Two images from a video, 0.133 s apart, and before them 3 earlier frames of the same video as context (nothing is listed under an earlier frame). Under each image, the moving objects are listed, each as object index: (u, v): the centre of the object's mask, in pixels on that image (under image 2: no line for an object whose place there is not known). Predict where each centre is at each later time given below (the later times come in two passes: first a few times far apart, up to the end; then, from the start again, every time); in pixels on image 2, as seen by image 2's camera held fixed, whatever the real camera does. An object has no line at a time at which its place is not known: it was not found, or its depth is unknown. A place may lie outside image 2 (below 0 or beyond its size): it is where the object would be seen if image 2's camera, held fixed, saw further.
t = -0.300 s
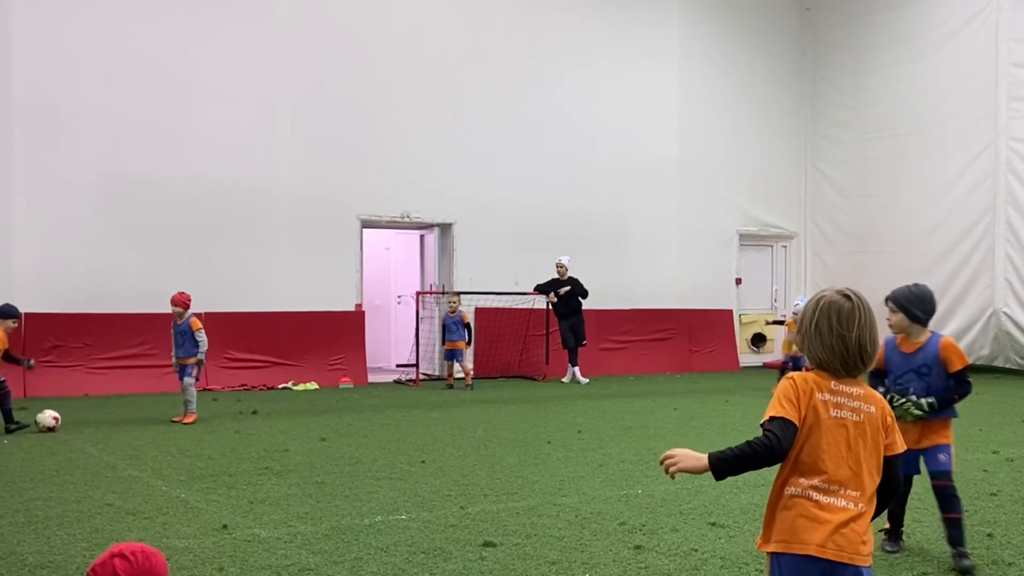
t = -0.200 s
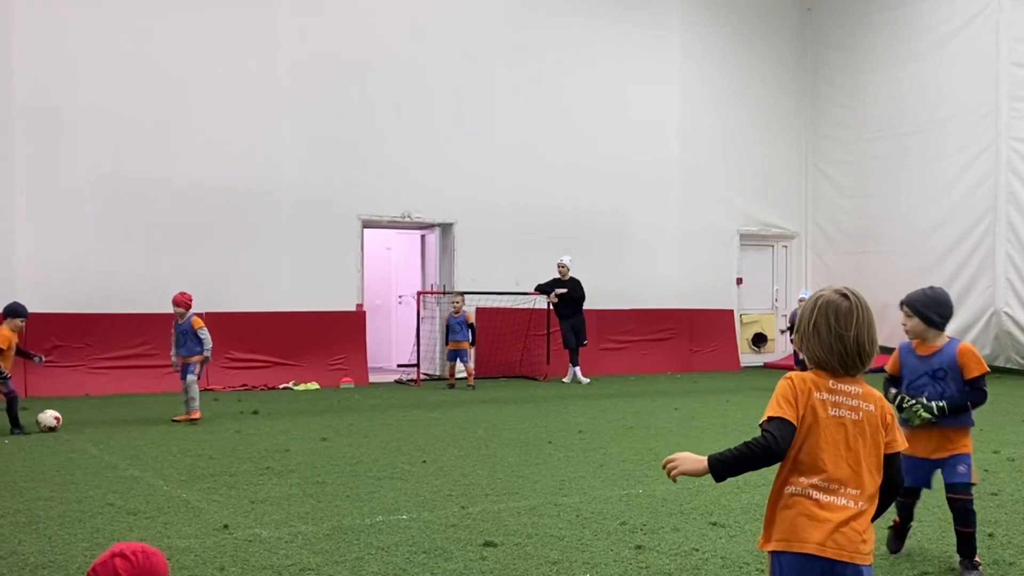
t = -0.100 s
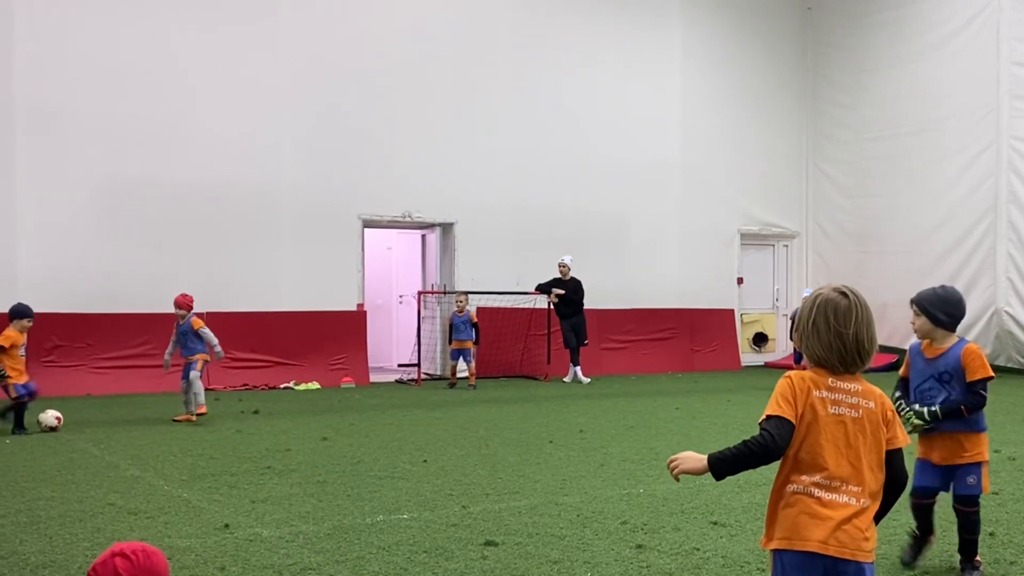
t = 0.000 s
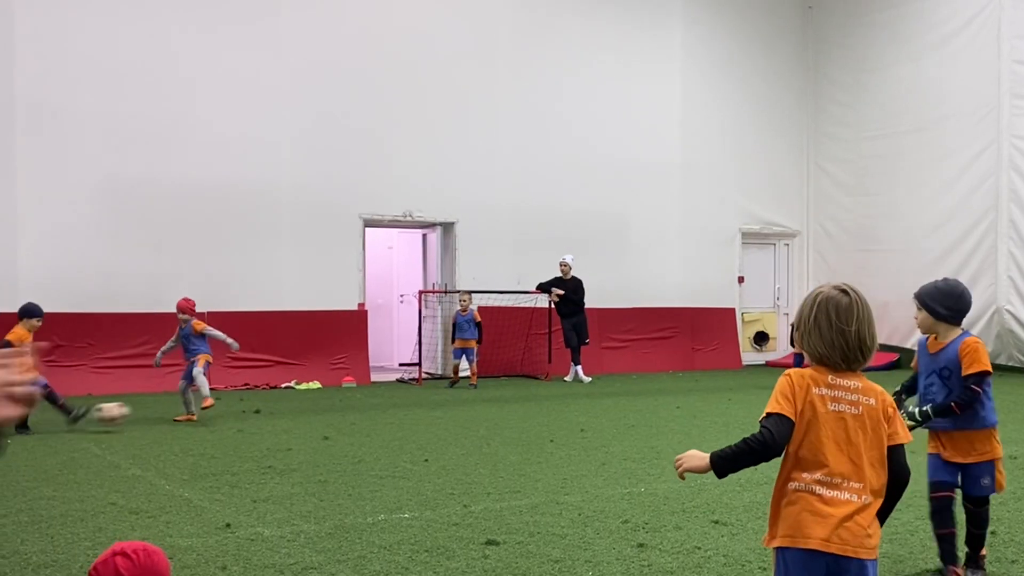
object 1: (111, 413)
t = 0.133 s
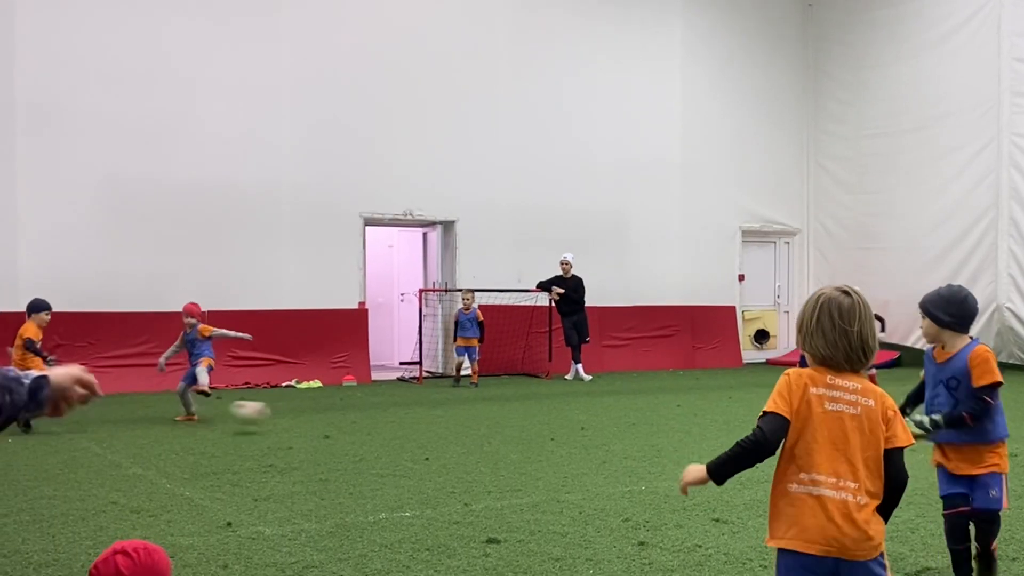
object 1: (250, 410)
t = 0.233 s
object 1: (356, 423)
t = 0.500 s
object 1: (587, 425)
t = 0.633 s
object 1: (678, 424)
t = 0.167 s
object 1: (286, 414)
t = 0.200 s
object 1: (322, 419)
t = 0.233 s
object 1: (356, 423)
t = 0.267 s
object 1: (385, 421)
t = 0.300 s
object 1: (414, 418)
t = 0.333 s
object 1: (443, 416)
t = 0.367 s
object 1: (472, 416)
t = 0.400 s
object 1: (501, 418)
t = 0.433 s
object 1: (530, 421)
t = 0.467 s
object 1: (561, 425)
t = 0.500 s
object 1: (587, 425)
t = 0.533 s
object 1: (612, 423)
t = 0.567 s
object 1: (637, 422)
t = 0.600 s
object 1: (661, 421)
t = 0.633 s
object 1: (678, 424)
